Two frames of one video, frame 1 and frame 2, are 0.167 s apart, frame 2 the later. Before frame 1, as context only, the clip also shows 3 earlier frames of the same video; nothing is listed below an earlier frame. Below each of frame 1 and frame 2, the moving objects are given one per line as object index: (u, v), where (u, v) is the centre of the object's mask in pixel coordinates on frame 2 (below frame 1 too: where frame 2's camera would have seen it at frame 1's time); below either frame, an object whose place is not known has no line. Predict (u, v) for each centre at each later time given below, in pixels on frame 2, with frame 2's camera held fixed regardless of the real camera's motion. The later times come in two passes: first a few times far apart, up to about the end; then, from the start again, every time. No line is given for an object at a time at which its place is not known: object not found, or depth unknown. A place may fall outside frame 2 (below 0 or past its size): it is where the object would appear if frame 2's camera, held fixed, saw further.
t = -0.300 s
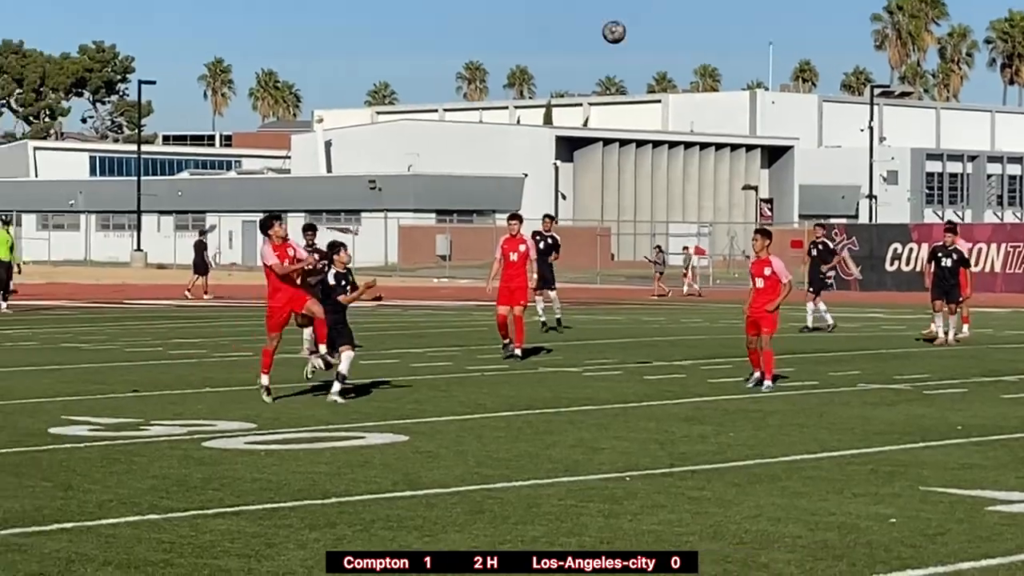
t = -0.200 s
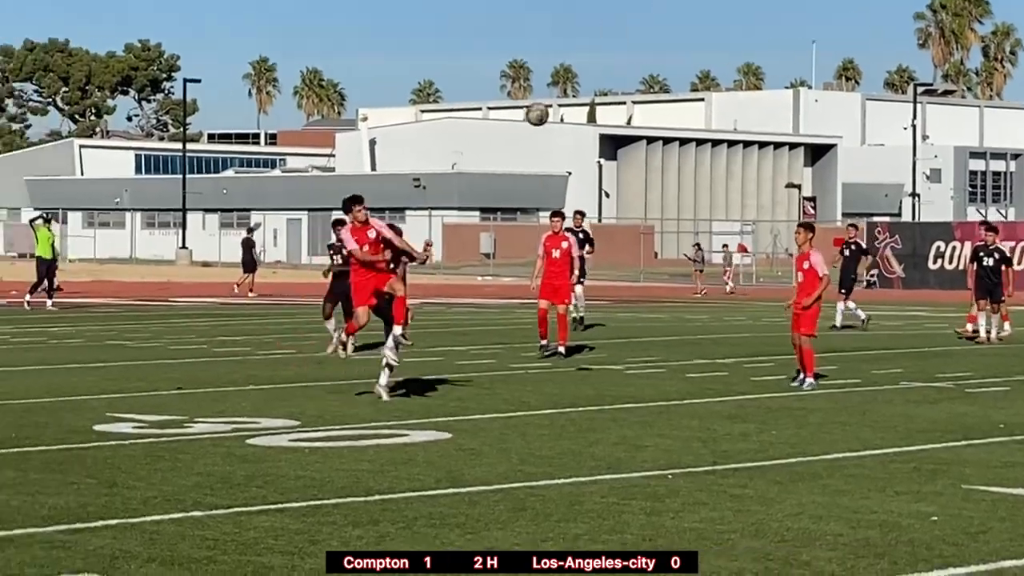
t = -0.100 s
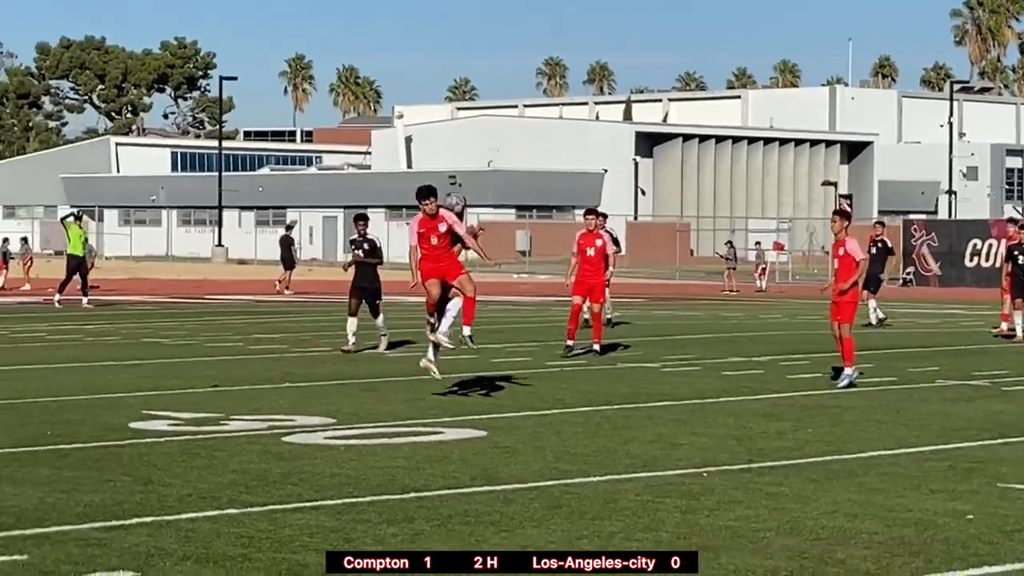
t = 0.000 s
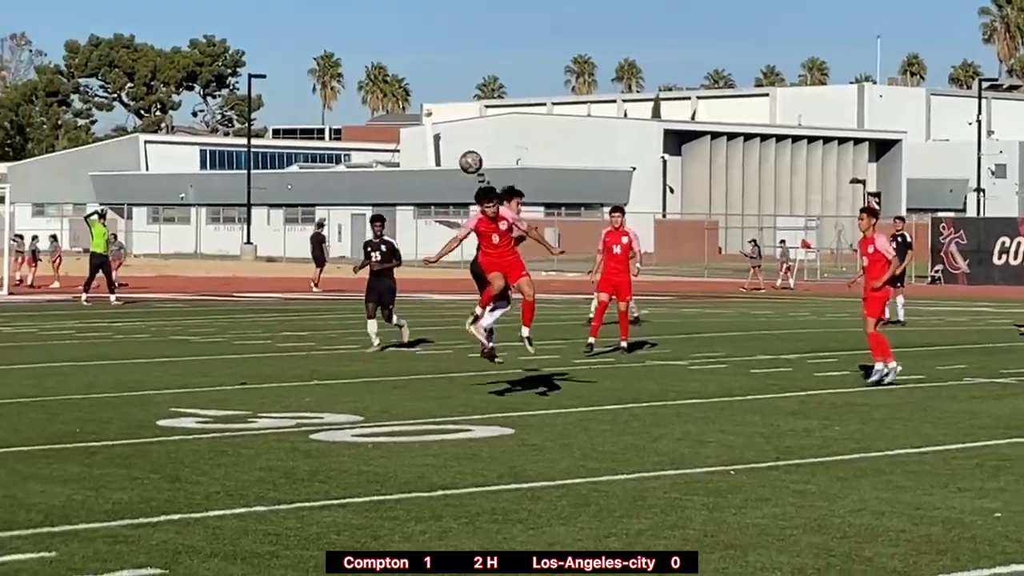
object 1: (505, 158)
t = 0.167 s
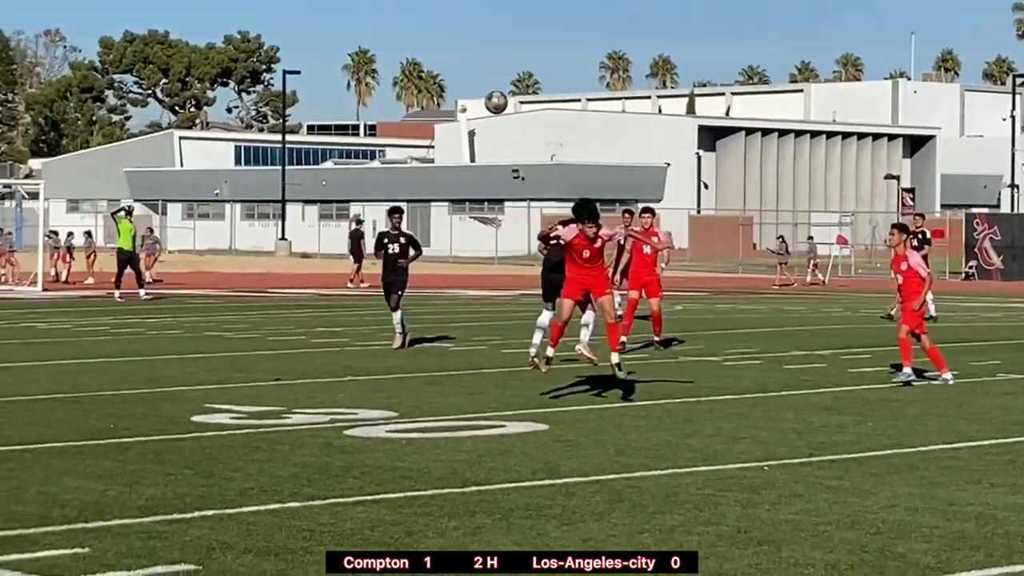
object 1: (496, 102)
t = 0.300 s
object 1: (489, 79)
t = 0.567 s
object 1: (477, 89)
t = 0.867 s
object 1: (466, 187)
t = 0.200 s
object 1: (494, 94)
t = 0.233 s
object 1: (492, 88)
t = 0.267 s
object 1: (491, 83)
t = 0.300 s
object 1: (489, 79)
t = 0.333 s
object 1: (487, 77)
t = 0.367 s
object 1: (486, 75)
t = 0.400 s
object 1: (484, 74)
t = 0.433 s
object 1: (483, 75)
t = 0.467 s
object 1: (481, 77)
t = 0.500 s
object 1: (480, 80)
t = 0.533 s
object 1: (478, 84)
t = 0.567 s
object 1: (477, 89)
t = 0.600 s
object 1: (475, 95)
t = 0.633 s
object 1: (474, 103)
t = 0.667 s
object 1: (472, 112)
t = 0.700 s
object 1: (471, 121)
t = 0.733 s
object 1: (470, 132)
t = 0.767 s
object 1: (469, 143)
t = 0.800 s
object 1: (468, 157)
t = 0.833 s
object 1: (467, 171)
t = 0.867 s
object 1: (466, 187)
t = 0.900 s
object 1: (465, 203)
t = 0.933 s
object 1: (464, 221)
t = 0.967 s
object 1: (463, 239)
